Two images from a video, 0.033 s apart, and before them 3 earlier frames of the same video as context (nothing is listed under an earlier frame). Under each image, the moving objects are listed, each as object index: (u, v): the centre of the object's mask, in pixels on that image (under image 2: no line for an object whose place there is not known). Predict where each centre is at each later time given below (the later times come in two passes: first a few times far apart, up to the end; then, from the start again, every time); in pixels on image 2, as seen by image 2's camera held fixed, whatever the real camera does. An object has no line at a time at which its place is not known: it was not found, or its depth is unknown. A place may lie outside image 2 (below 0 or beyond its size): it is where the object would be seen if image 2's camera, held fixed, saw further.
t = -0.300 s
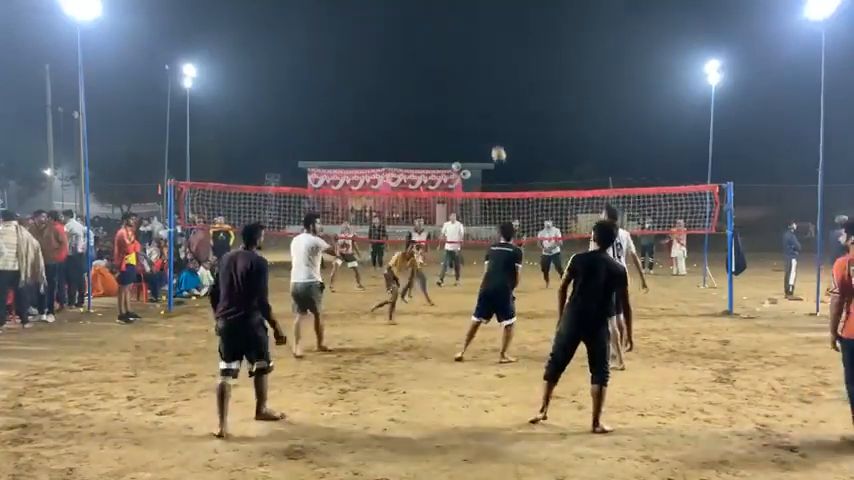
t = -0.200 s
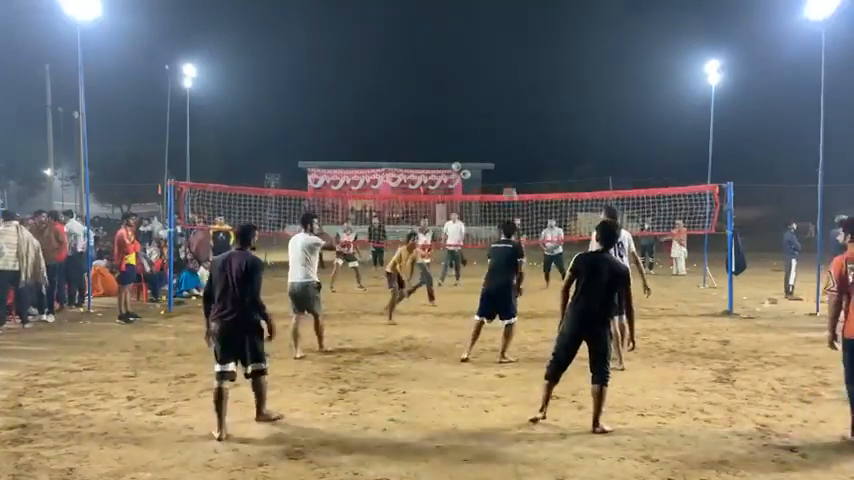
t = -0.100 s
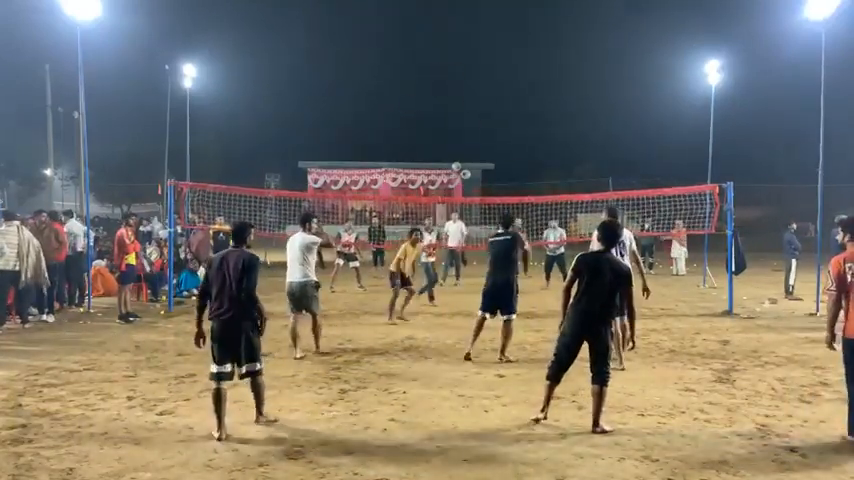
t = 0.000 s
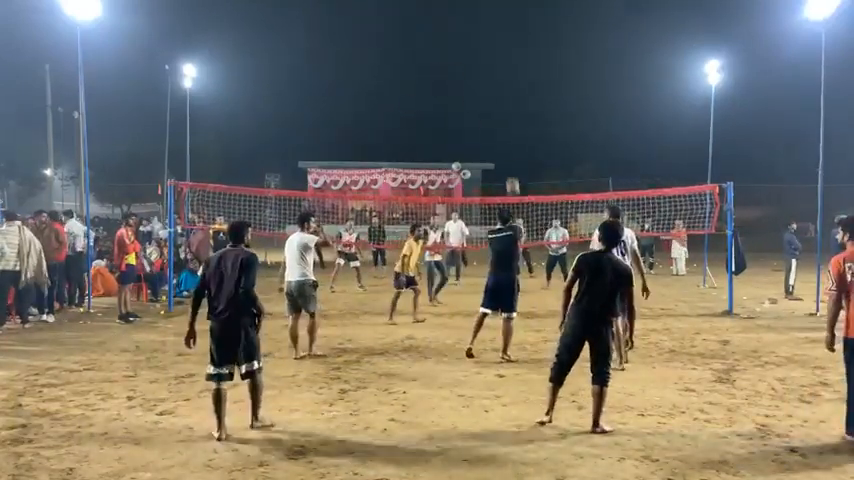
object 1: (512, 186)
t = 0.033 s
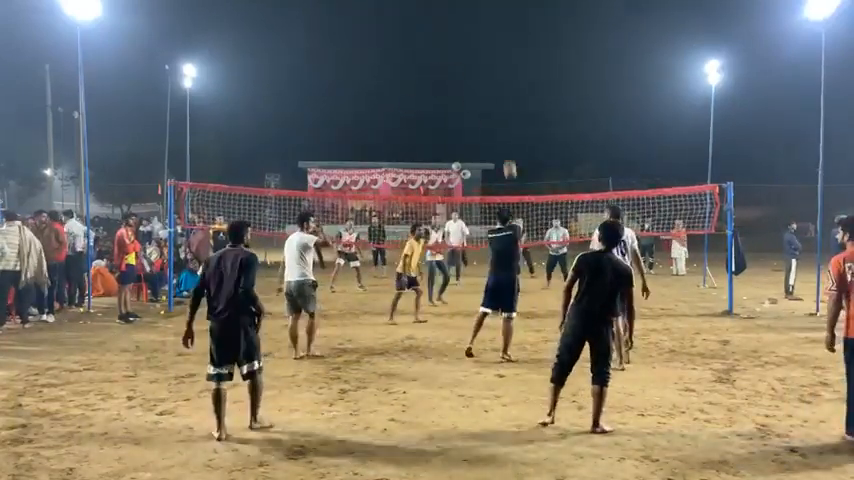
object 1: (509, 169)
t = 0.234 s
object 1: (495, 94)
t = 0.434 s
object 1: (485, 57)
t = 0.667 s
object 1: (475, 49)
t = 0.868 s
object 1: (468, 65)
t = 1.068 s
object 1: (463, 95)
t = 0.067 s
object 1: (507, 153)
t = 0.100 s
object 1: (504, 139)
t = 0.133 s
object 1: (501, 126)
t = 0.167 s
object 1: (499, 114)
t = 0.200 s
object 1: (497, 103)
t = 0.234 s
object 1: (495, 94)
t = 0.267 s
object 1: (493, 85)
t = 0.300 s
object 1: (491, 78)
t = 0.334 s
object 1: (490, 71)
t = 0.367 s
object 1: (488, 66)
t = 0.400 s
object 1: (486, 61)
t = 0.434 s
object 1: (485, 57)
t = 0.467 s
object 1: (483, 54)
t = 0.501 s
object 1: (482, 51)
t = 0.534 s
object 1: (480, 50)
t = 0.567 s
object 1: (479, 49)
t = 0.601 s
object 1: (478, 48)
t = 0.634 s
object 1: (476, 48)
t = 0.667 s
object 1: (475, 49)
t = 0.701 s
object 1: (474, 51)
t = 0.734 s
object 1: (473, 52)
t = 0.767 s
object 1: (472, 55)
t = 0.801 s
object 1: (471, 58)
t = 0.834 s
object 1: (470, 61)
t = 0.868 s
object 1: (468, 65)
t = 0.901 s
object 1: (467, 69)
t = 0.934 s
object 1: (467, 73)
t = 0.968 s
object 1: (466, 78)
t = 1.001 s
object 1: (465, 83)
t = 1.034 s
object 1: (464, 89)
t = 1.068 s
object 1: (463, 95)
